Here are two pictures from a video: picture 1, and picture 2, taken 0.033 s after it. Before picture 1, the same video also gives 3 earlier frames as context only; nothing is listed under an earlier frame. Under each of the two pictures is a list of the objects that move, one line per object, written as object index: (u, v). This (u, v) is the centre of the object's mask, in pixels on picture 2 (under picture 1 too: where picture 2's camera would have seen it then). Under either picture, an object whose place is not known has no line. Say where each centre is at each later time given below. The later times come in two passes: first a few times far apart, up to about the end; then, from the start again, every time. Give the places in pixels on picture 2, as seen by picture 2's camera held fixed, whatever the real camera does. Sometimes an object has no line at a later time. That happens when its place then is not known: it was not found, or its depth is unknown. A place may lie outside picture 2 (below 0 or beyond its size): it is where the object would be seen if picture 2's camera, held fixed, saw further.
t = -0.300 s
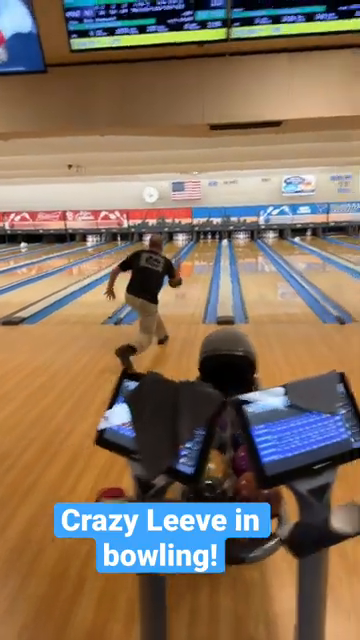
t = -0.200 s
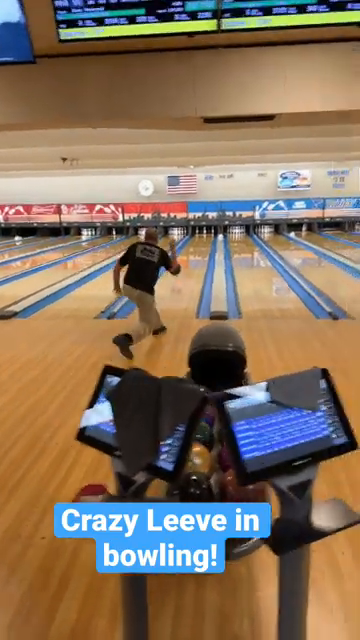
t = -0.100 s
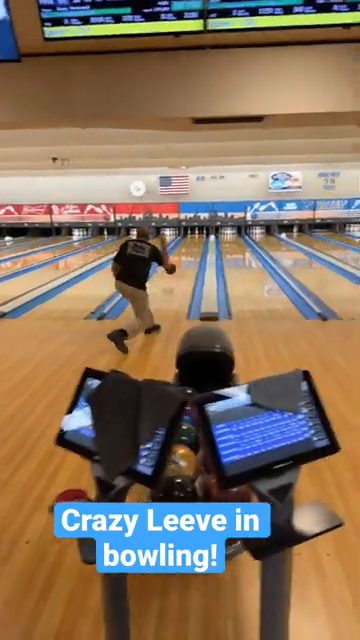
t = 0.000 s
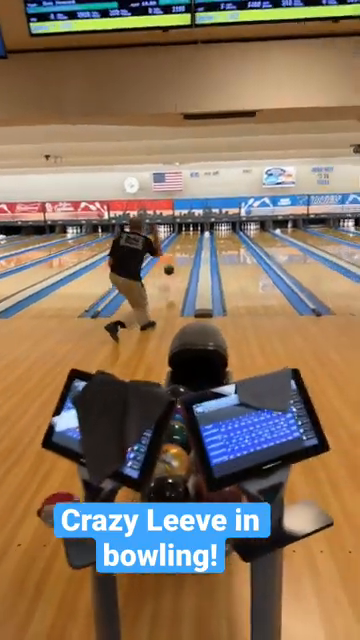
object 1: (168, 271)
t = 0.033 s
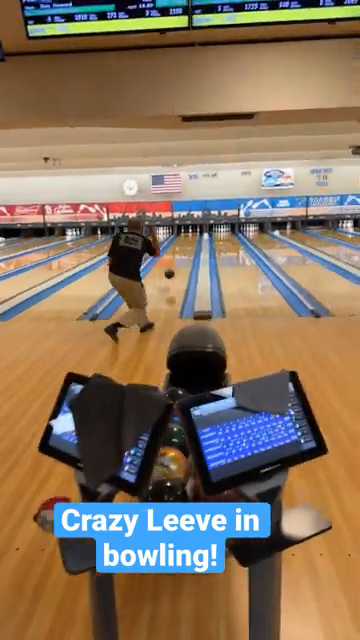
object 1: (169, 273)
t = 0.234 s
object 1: (176, 271)
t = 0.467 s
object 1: (182, 261)
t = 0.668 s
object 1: (185, 254)
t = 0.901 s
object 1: (188, 249)
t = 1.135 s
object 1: (191, 245)
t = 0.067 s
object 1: (170, 275)
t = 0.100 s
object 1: (172, 278)
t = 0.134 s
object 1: (173, 275)
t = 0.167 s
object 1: (174, 274)
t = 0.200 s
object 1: (175, 272)
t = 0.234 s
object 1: (176, 271)
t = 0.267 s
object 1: (177, 270)
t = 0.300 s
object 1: (177, 268)
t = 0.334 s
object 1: (179, 266)
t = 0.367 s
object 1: (180, 265)
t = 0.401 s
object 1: (180, 264)
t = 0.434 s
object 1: (181, 263)
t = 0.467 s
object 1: (182, 261)
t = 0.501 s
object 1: (182, 260)
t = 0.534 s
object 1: (183, 259)
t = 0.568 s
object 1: (183, 258)
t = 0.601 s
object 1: (184, 257)
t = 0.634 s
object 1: (185, 256)
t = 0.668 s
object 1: (185, 254)
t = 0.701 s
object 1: (185, 254)
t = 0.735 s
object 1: (186, 253)
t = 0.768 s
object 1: (186, 252)
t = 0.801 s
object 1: (187, 251)
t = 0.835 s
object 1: (187, 251)
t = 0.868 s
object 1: (188, 250)
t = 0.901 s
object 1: (188, 249)
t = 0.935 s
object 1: (189, 249)
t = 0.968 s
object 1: (189, 248)
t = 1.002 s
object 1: (190, 247)
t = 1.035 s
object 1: (191, 246)
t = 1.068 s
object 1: (191, 245)
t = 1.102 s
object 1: (191, 245)
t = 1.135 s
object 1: (191, 245)
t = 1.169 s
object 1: (192, 244)
